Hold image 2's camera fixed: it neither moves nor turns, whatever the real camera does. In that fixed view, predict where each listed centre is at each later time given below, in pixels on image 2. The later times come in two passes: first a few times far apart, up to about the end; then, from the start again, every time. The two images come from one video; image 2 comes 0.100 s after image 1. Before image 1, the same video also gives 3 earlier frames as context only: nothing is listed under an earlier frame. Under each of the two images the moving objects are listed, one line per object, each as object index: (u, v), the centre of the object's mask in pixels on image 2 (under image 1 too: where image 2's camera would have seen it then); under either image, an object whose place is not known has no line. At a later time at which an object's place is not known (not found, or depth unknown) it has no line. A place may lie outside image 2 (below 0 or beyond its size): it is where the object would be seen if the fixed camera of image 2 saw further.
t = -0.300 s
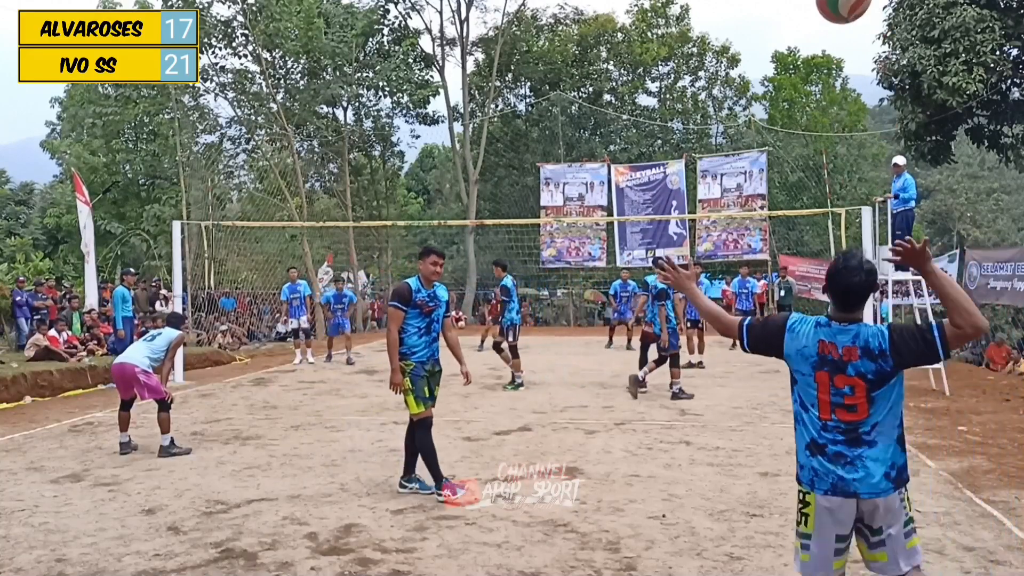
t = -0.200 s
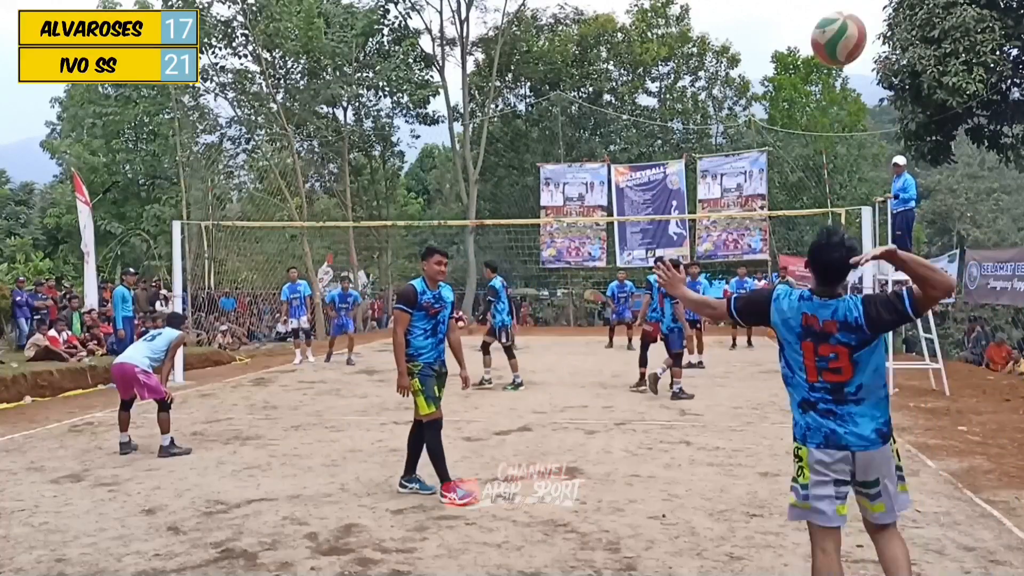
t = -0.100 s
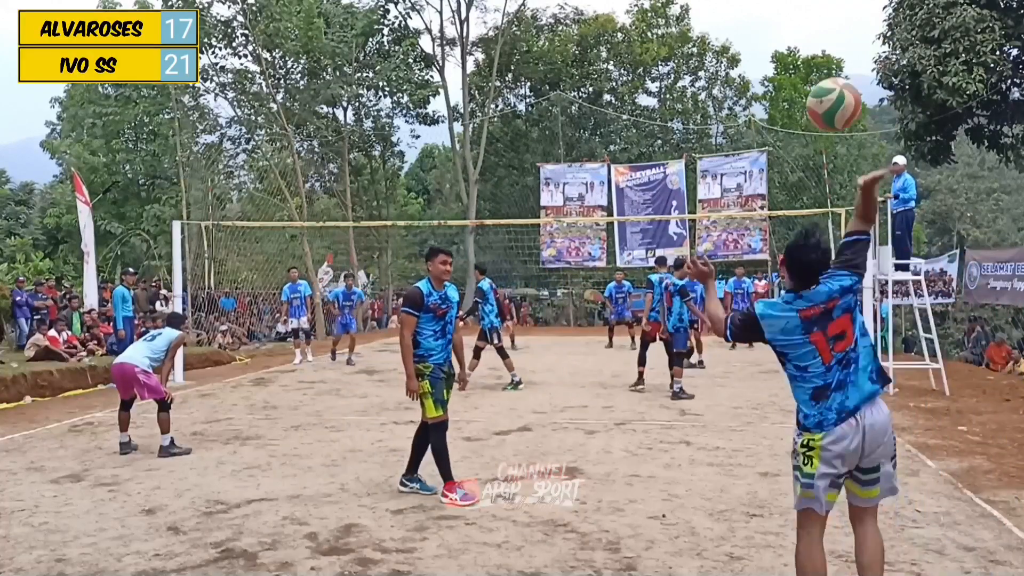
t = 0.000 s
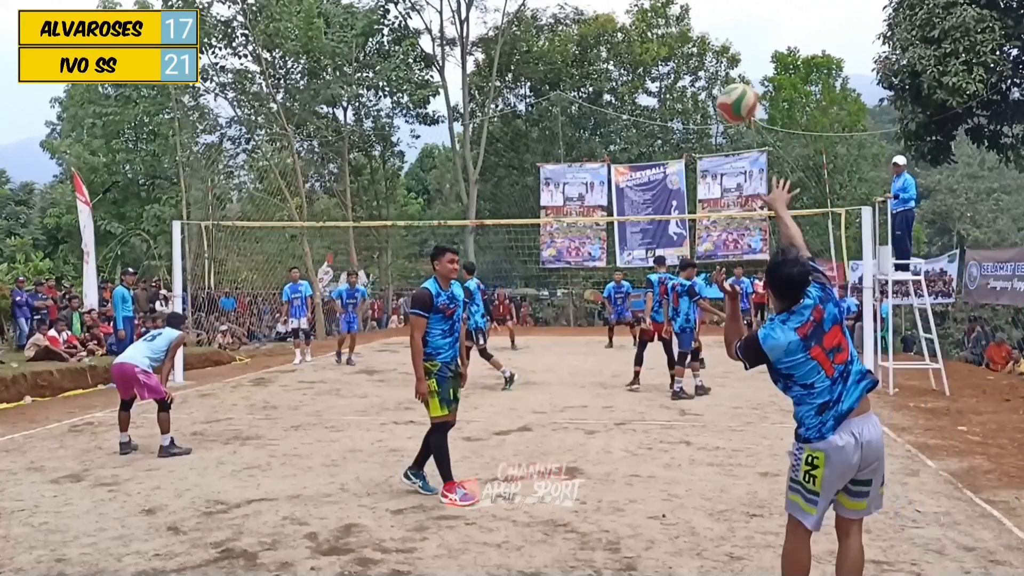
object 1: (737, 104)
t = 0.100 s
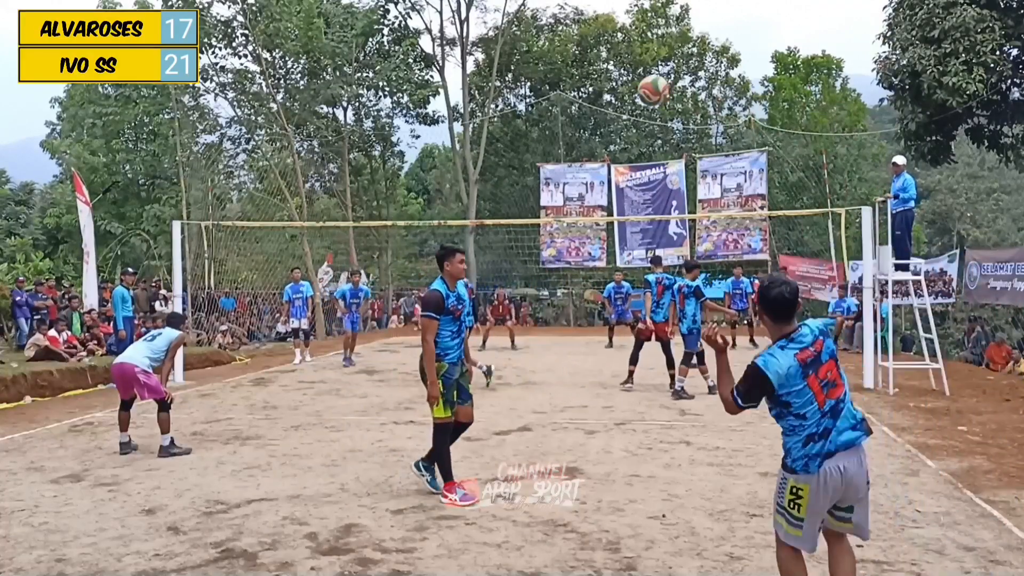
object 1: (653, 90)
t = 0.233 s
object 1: (591, 95)
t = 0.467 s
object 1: (530, 138)
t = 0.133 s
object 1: (634, 90)
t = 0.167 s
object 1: (617, 91)
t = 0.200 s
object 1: (603, 92)
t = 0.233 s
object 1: (591, 95)
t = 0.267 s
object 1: (580, 99)
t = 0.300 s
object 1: (569, 104)
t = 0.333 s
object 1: (560, 109)
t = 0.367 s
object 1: (552, 115)
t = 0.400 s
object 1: (544, 122)
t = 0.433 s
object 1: (537, 129)
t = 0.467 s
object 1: (530, 138)
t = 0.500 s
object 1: (525, 145)
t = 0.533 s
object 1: (519, 153)
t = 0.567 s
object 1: (514, 161)
